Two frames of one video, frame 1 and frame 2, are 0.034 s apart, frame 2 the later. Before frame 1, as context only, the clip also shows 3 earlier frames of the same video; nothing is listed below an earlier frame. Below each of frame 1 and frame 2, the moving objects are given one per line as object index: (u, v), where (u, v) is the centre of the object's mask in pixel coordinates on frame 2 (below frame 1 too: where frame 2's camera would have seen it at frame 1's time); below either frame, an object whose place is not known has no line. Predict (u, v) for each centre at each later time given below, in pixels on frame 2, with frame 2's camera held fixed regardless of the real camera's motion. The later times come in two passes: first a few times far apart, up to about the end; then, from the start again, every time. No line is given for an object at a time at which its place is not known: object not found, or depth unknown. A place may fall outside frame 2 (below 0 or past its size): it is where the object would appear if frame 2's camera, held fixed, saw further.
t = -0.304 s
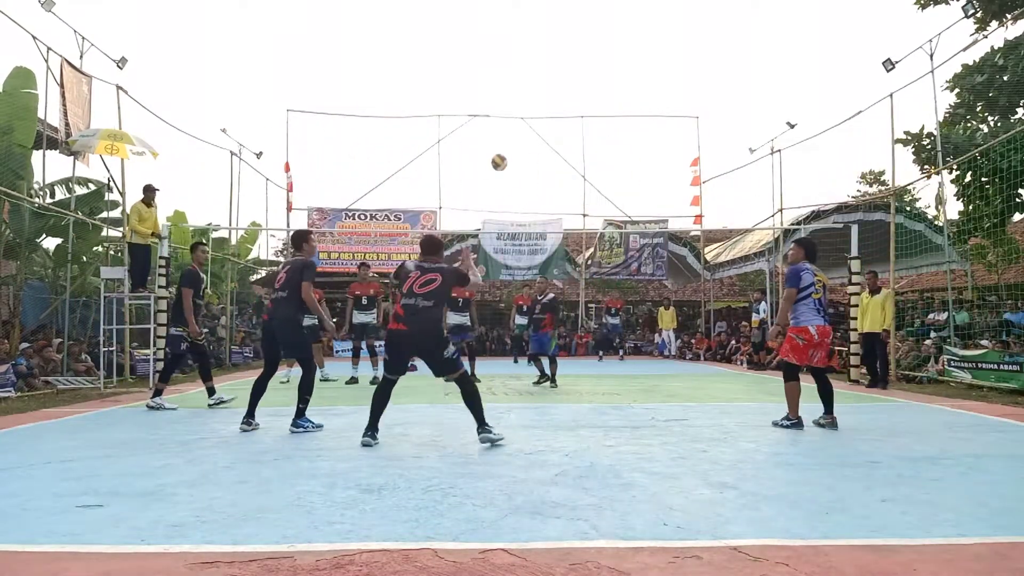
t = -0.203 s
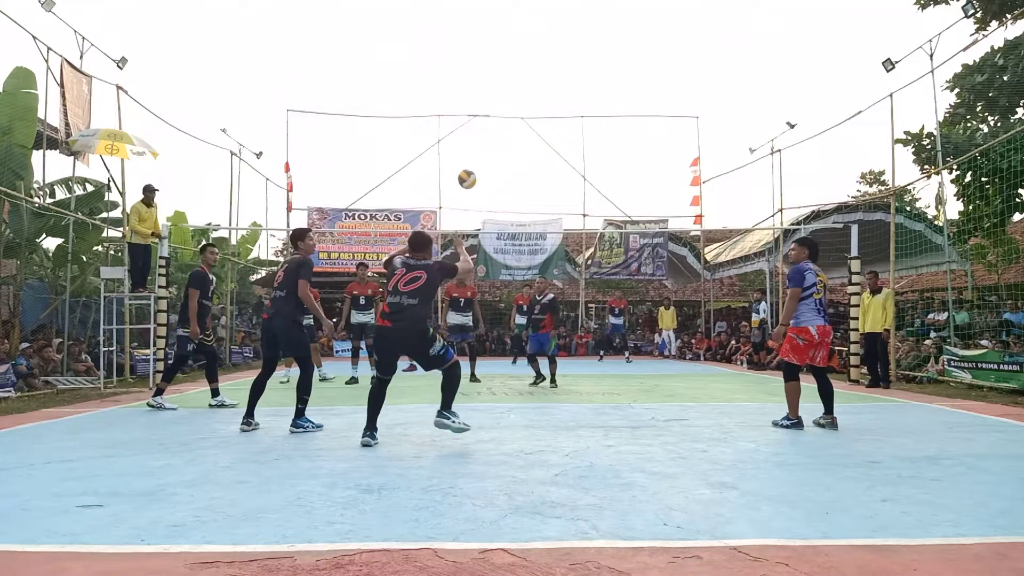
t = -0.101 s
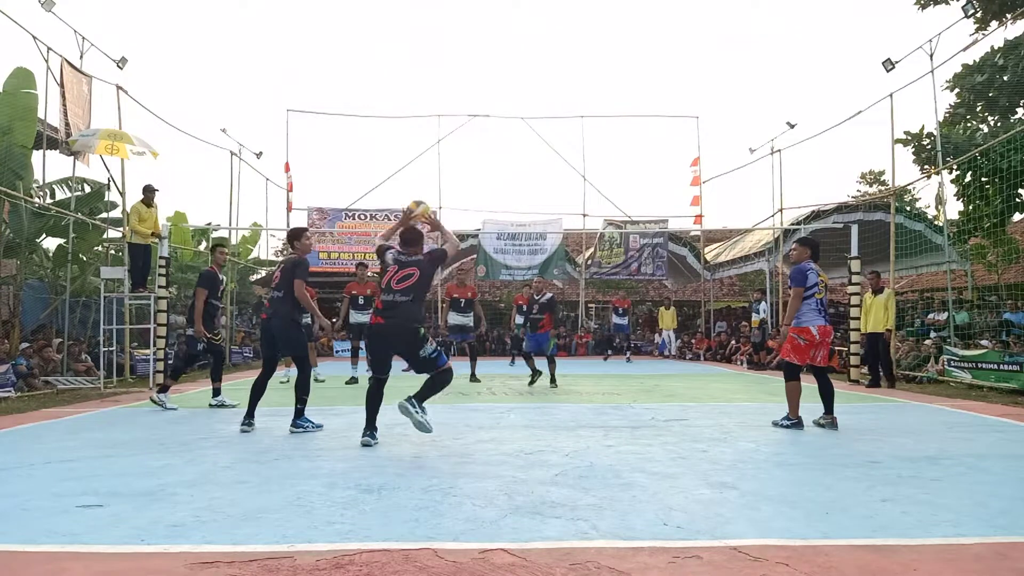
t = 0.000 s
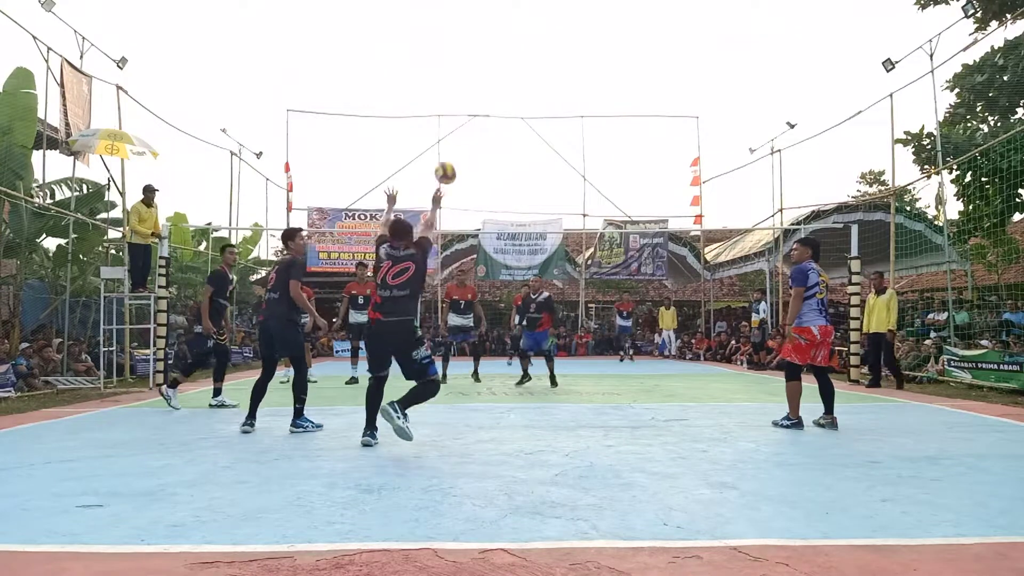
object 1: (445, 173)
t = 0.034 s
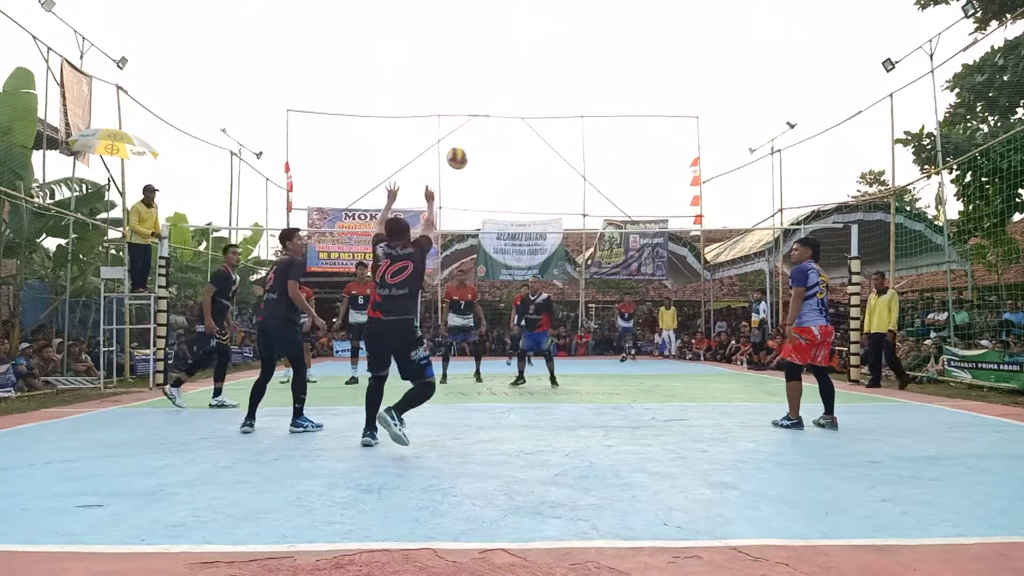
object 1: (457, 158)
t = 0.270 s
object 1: (526, 102)
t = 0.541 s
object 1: (583, 111)
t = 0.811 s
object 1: (625, 172)
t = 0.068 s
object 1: (468, 146)
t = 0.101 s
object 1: (479, 135)
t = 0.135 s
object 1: (489, 125)
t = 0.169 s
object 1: (499, 117)
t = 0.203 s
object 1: (508, 111)
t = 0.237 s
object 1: (517, 106)
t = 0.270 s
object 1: (526, 102)
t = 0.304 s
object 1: (534, 100)
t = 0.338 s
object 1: (542, 99)
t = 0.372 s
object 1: (549, 99)
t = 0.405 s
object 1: (557, 99)
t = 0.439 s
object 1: (563, 101)
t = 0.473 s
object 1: (570, 103)
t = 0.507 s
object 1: (577, 107)
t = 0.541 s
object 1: (583, 111)
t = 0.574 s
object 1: (589, 116)
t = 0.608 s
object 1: (595, 122)
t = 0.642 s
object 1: (600, 129)
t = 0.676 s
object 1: (606, 136)
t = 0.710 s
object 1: (611, 144)
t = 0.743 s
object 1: (616, 153)
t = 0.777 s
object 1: (621, 162)
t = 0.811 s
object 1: (625, 172)
